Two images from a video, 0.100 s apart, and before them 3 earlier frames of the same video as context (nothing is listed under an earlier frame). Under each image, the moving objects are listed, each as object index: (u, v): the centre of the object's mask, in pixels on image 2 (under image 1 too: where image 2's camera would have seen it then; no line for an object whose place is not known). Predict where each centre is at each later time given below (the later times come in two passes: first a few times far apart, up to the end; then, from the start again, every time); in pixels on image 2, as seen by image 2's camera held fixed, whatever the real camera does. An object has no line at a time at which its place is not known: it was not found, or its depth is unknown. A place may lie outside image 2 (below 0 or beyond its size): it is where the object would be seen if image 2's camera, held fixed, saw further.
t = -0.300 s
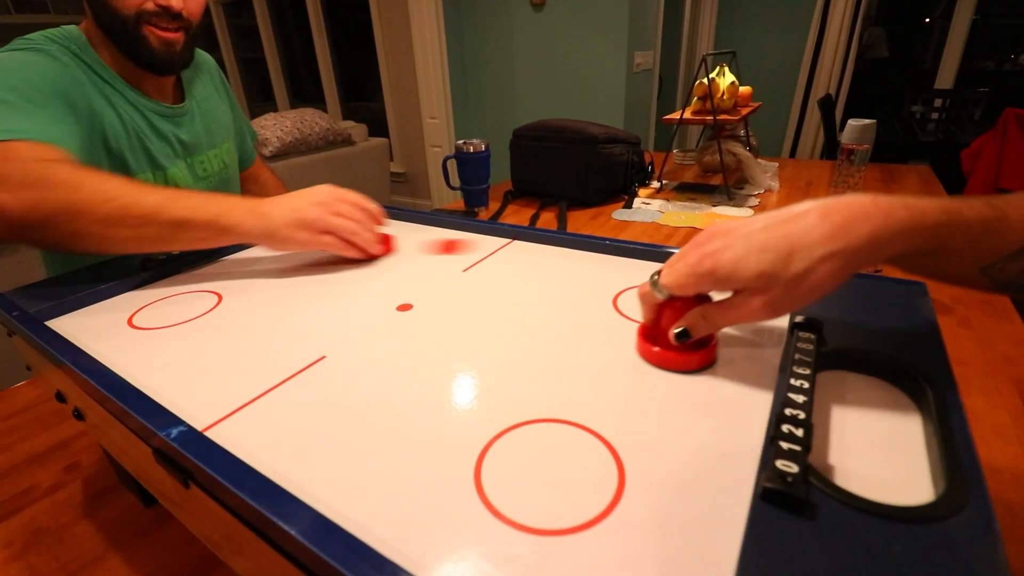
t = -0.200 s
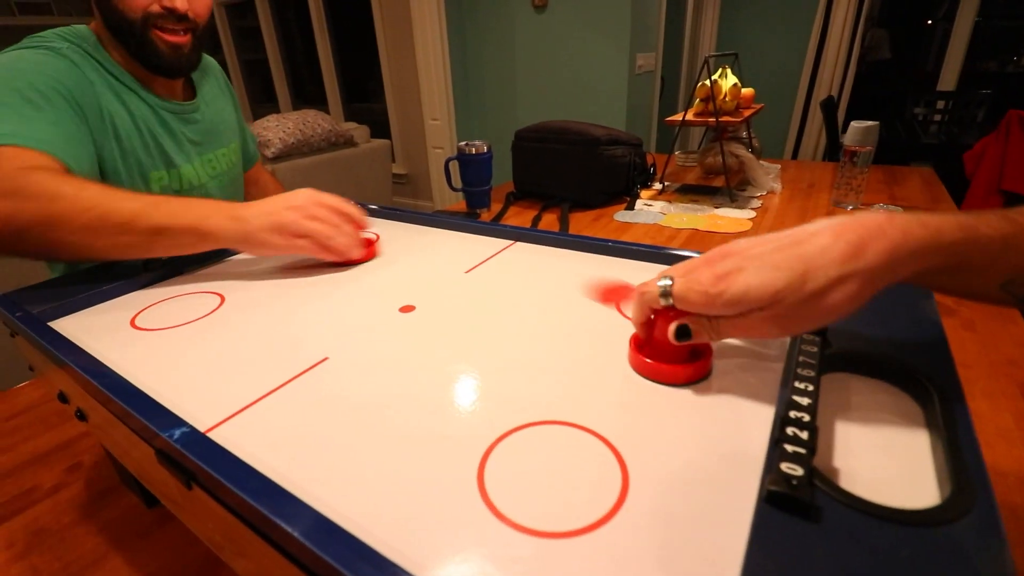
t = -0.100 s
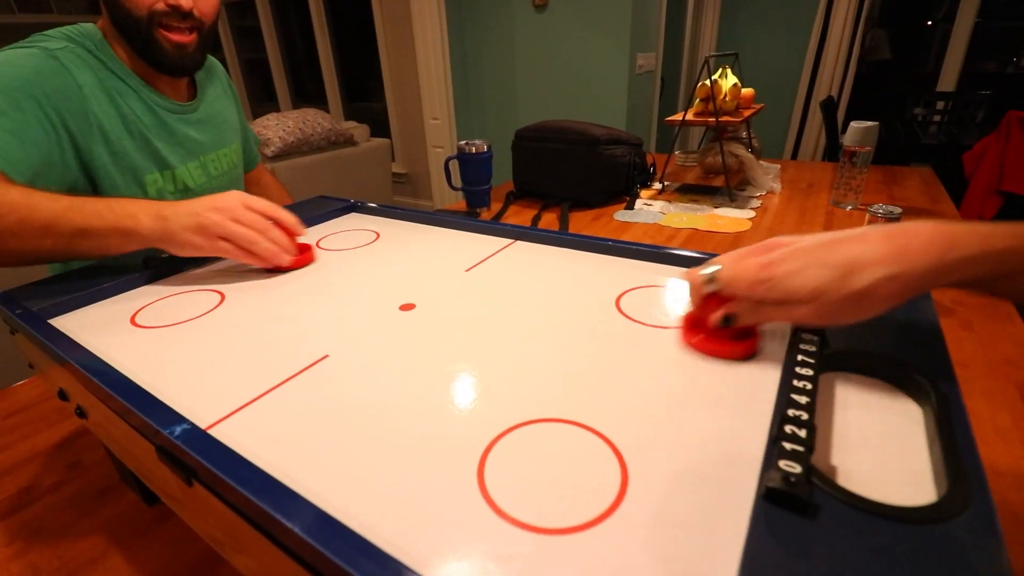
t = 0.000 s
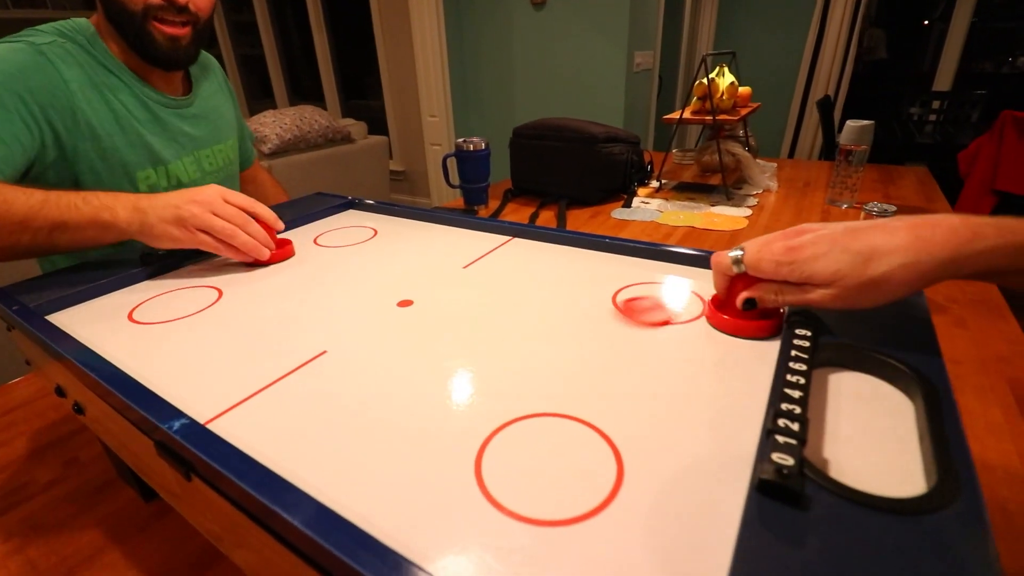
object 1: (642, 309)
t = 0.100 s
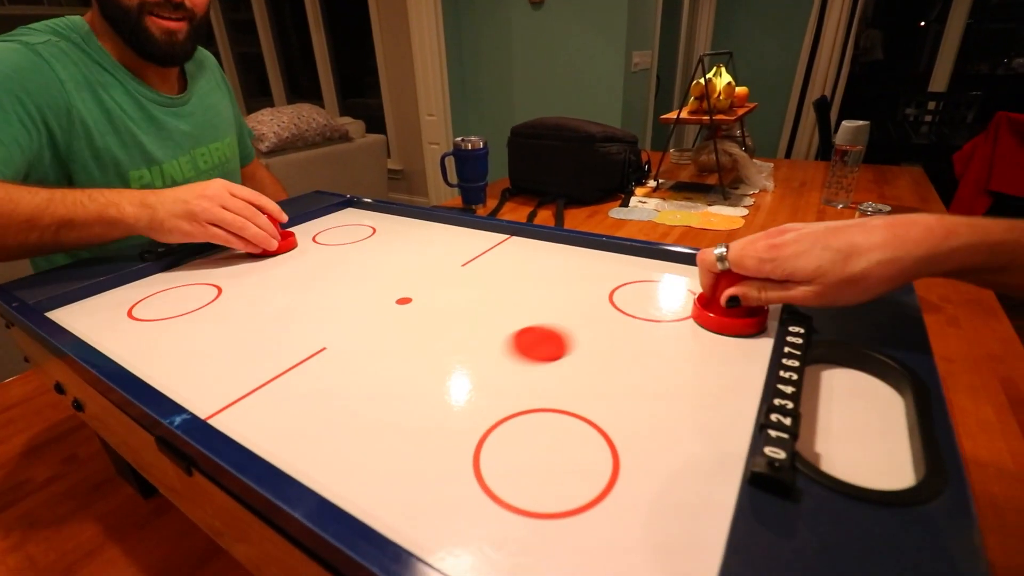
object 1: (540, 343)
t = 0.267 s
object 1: (371, 399)
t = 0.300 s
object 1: (341, 408)
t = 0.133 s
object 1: (505, 355)
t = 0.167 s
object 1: (469, 367)
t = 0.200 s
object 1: (435, 378)
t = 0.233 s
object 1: (402, 389)
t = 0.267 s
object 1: (371, 399)
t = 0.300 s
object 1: (341, 408)
